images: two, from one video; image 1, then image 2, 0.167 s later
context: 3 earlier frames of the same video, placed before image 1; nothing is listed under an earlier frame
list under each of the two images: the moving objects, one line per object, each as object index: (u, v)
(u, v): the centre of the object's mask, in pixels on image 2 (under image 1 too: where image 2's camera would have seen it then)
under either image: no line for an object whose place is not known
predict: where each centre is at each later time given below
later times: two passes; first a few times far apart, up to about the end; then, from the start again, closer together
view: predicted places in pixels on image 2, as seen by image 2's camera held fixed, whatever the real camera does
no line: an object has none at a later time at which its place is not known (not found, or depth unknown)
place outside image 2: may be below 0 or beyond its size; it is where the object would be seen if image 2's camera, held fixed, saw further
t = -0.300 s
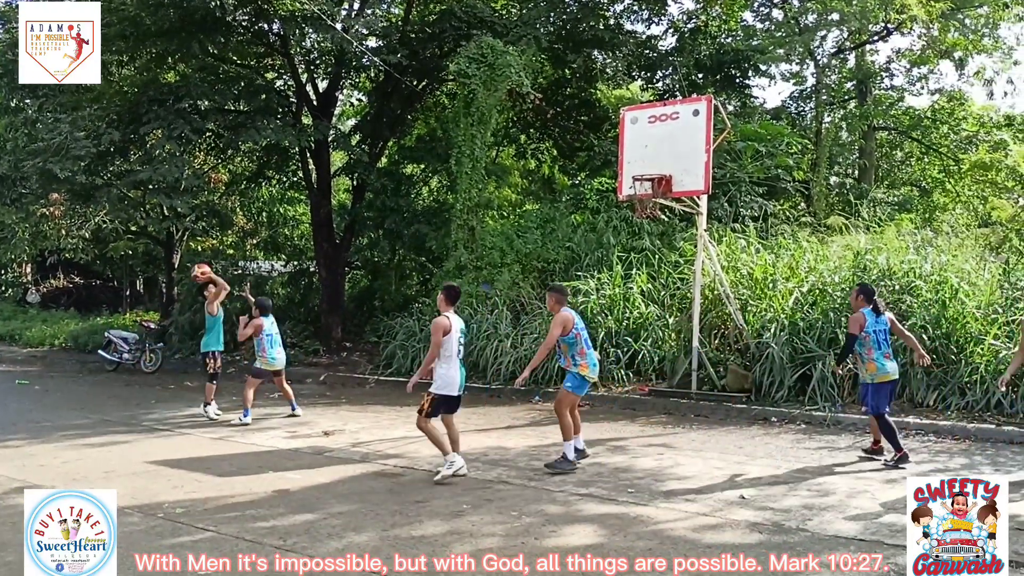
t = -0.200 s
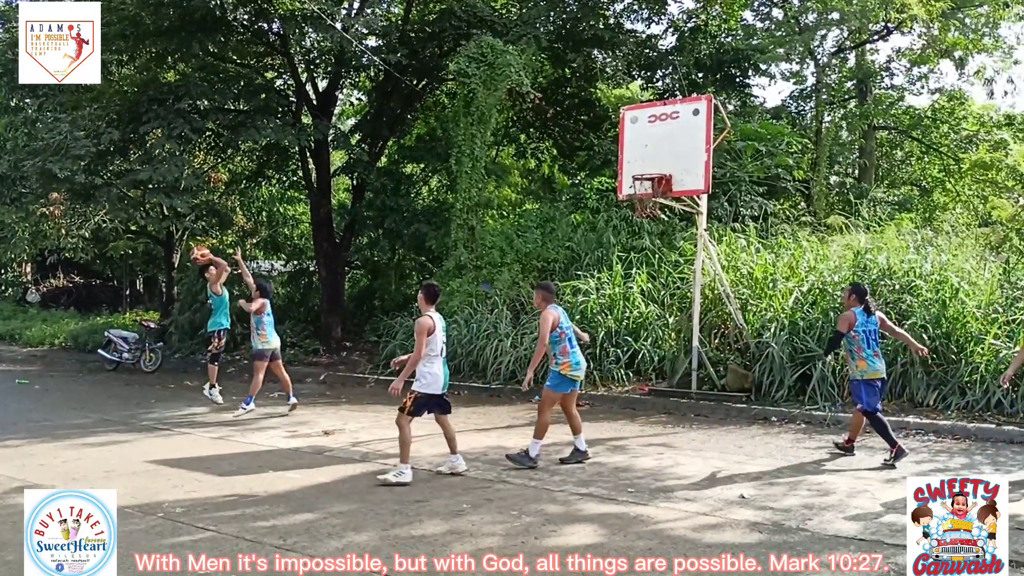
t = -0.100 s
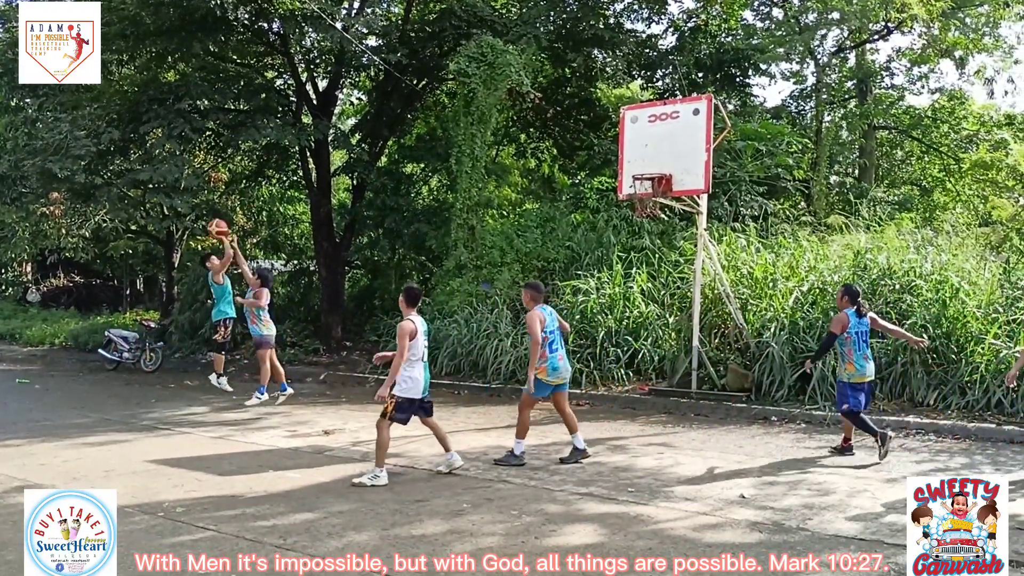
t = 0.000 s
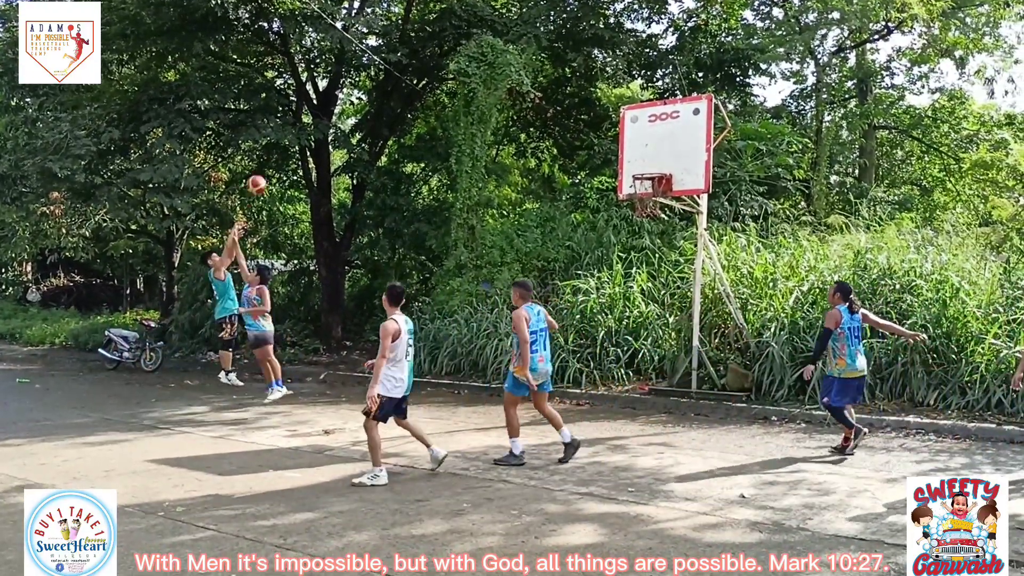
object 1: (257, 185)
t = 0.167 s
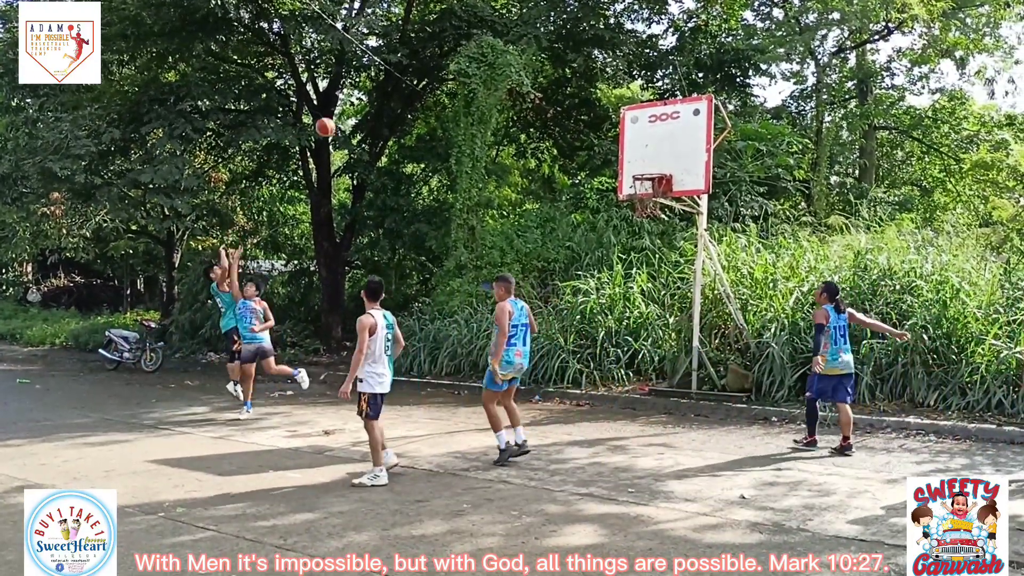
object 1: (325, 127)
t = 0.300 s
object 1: (380, 96)
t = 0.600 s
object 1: (501, 75)
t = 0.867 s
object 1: (605, 113)
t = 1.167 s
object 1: (642, 162)
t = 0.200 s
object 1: (339, 118)
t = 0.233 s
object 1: (353, 110)
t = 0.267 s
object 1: (367, 103)
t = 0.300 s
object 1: (380, 96)
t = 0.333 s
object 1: (394, 90)
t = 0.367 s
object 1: (407, 85)
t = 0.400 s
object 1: (421, 81)
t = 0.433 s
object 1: (434, 78)
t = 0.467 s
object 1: (448, 75)
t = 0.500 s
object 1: (461, 75)
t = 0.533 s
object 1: (474, 74)
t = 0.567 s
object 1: (488, 74)
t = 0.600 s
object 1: (501, 75)
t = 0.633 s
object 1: (515, 77)
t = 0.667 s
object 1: (528, 80)
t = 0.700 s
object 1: (541, 84)
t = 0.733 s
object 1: (554, 88)
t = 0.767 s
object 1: (567, 93)
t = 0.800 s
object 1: (580, 99)
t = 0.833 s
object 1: (593, 106)
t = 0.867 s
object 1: (605, 113)
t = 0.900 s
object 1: (618, 122)
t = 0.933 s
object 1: (628, 130)
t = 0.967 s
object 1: (630, 136)
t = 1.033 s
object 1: (634, 149)
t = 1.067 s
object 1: (636, 157)
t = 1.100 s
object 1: (638, 166)
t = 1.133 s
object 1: (640, 166)
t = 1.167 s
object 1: (642, 162)
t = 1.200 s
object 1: (644, 157)
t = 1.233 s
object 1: (647, 152)
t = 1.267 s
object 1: (649, 148)
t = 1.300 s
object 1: (652, 145)
